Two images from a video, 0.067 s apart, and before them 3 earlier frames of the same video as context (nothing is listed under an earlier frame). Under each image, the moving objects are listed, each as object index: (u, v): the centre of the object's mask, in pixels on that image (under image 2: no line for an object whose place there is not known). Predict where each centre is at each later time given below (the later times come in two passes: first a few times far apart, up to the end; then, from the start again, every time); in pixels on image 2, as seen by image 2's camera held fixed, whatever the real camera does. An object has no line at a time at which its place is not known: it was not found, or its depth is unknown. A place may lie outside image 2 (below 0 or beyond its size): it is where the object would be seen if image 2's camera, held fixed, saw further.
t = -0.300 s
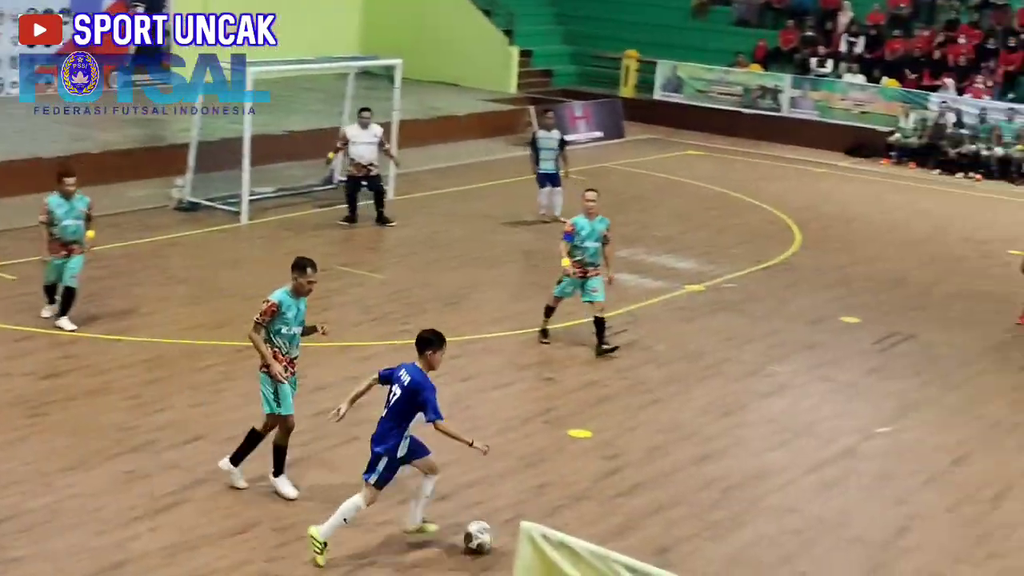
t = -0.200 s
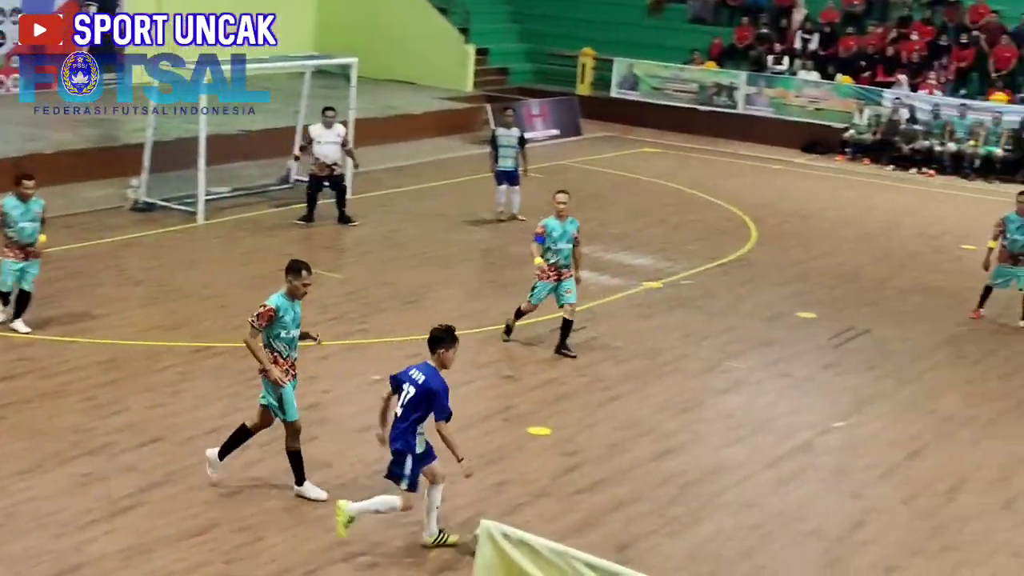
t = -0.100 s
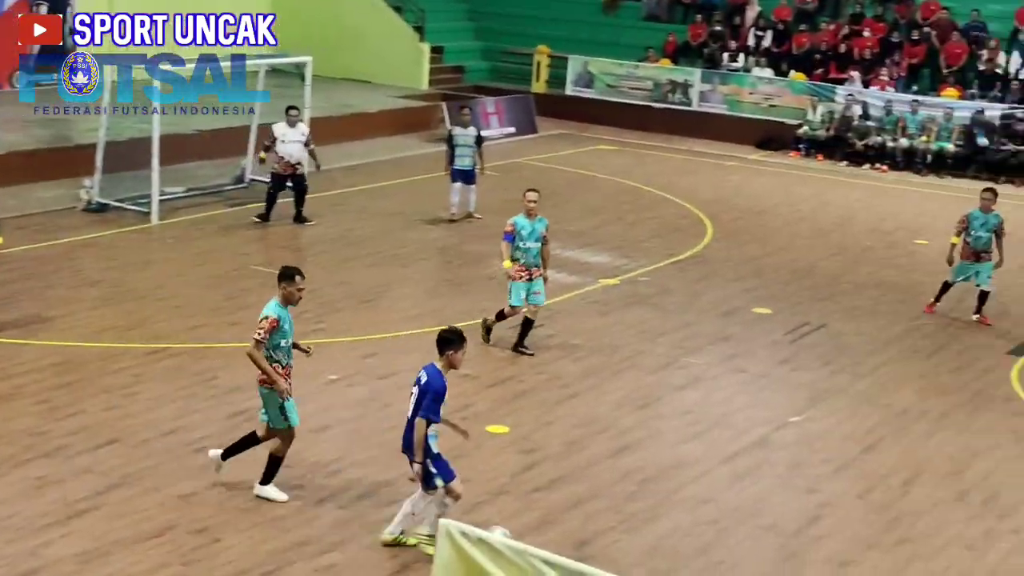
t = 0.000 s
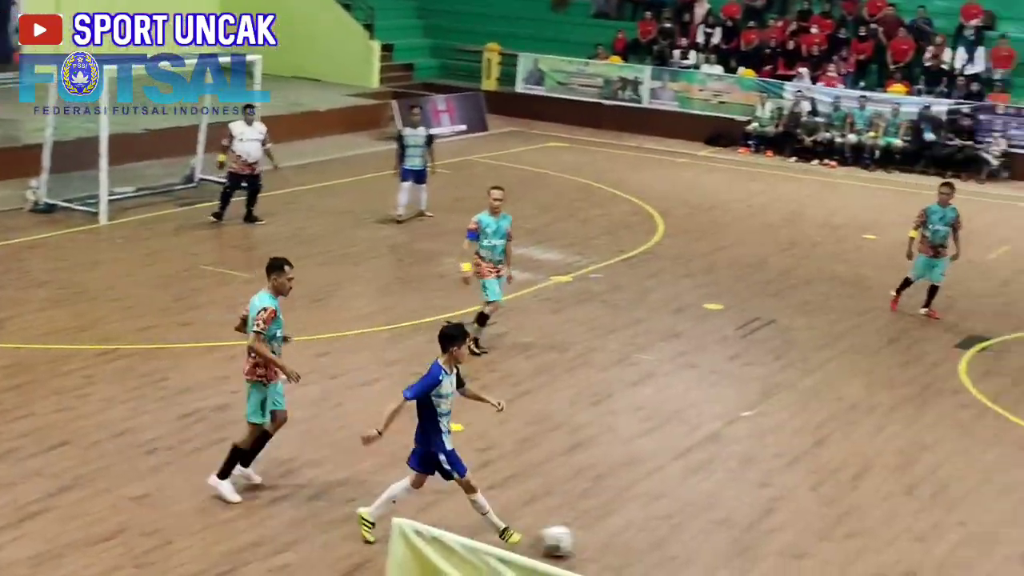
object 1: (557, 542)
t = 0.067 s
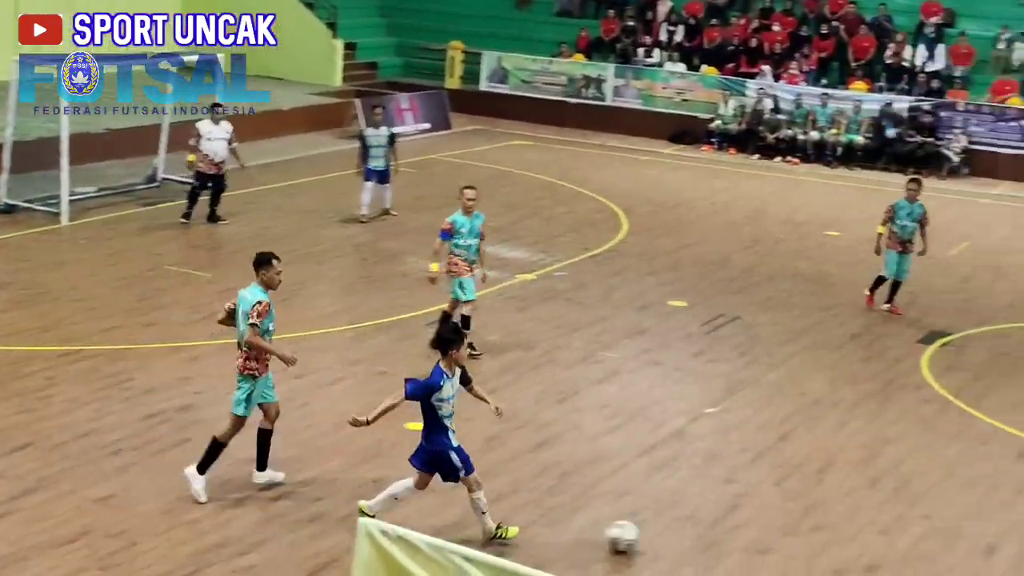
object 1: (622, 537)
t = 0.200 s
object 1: (800, 533)
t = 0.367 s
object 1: (994, 532)
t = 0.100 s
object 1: (668, 537)
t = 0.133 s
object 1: (714, 535)
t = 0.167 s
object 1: (758, 535)
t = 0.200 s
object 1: (800, 533)
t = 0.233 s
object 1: (841, 533)
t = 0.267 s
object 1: (881, 532)
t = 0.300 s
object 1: (920, 532)
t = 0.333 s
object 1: (958, 531)
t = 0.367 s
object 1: (994, 532)
